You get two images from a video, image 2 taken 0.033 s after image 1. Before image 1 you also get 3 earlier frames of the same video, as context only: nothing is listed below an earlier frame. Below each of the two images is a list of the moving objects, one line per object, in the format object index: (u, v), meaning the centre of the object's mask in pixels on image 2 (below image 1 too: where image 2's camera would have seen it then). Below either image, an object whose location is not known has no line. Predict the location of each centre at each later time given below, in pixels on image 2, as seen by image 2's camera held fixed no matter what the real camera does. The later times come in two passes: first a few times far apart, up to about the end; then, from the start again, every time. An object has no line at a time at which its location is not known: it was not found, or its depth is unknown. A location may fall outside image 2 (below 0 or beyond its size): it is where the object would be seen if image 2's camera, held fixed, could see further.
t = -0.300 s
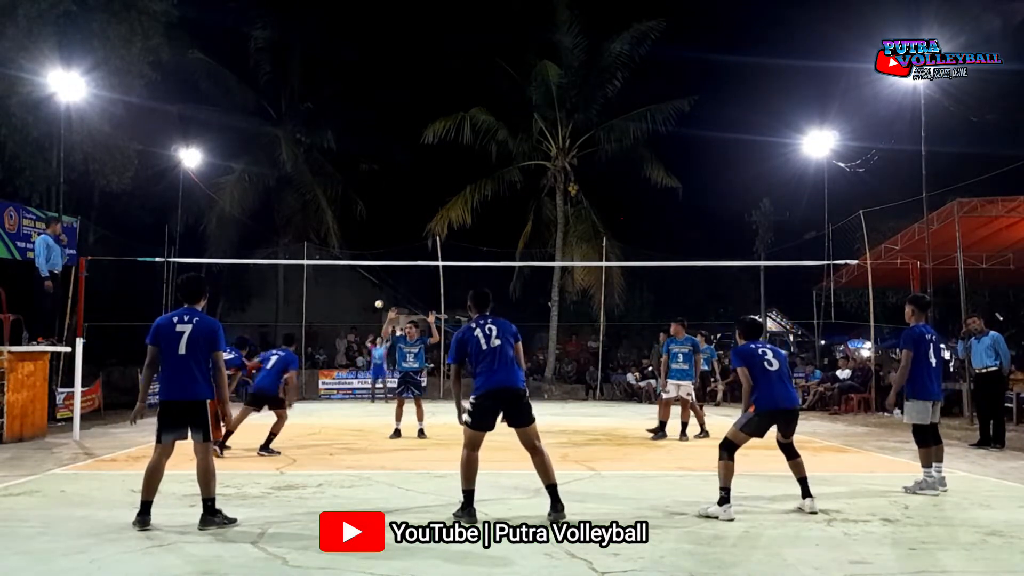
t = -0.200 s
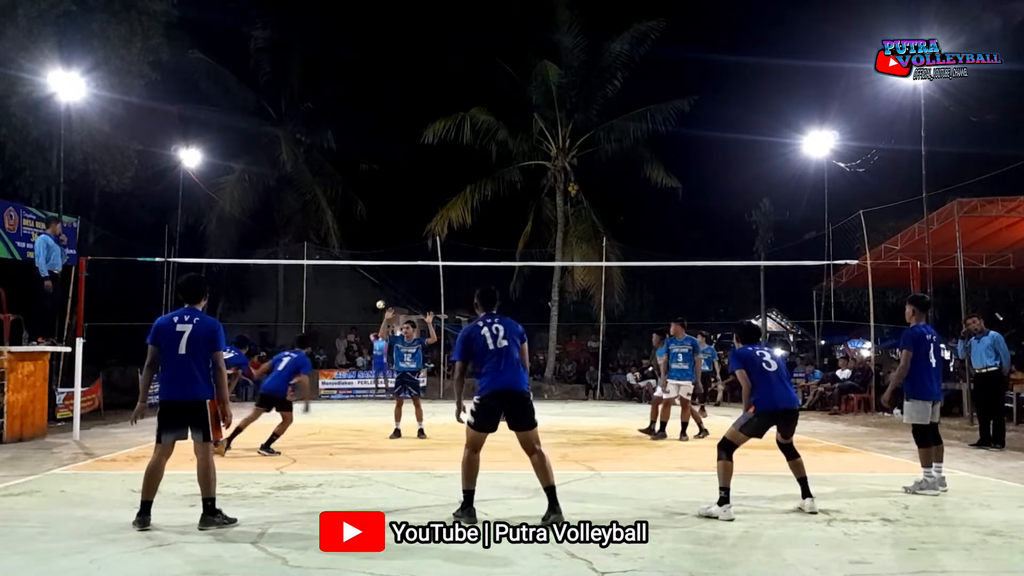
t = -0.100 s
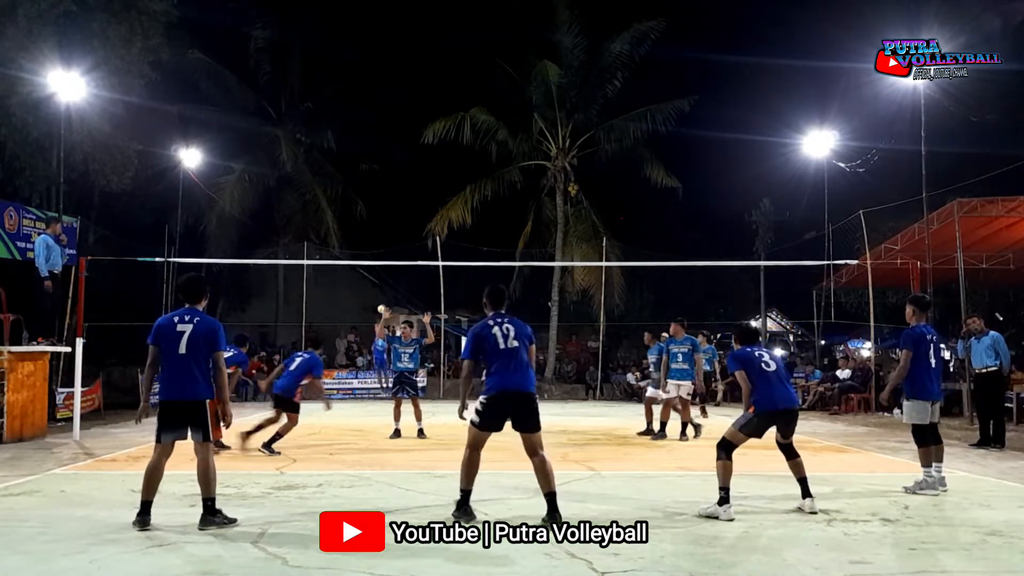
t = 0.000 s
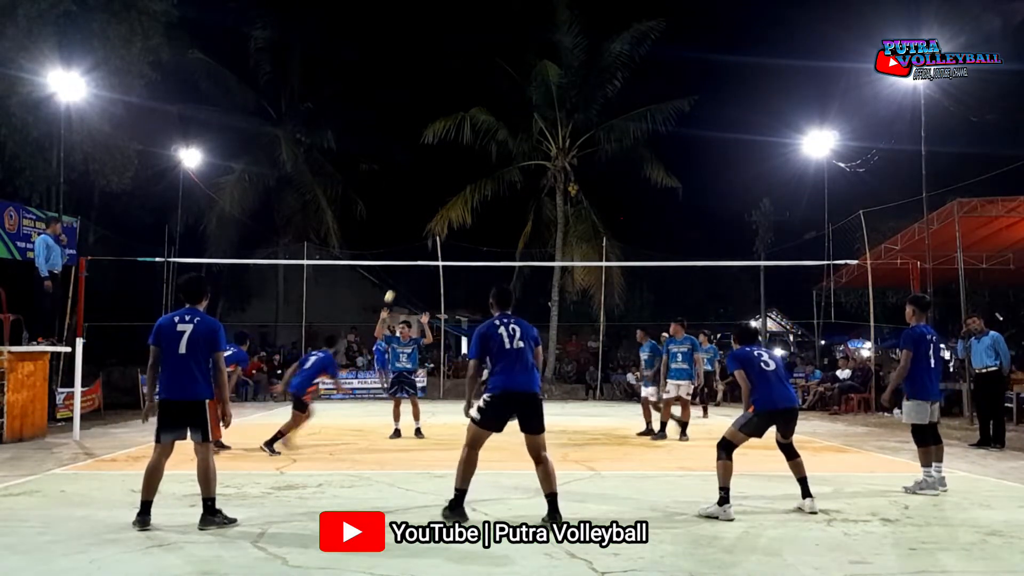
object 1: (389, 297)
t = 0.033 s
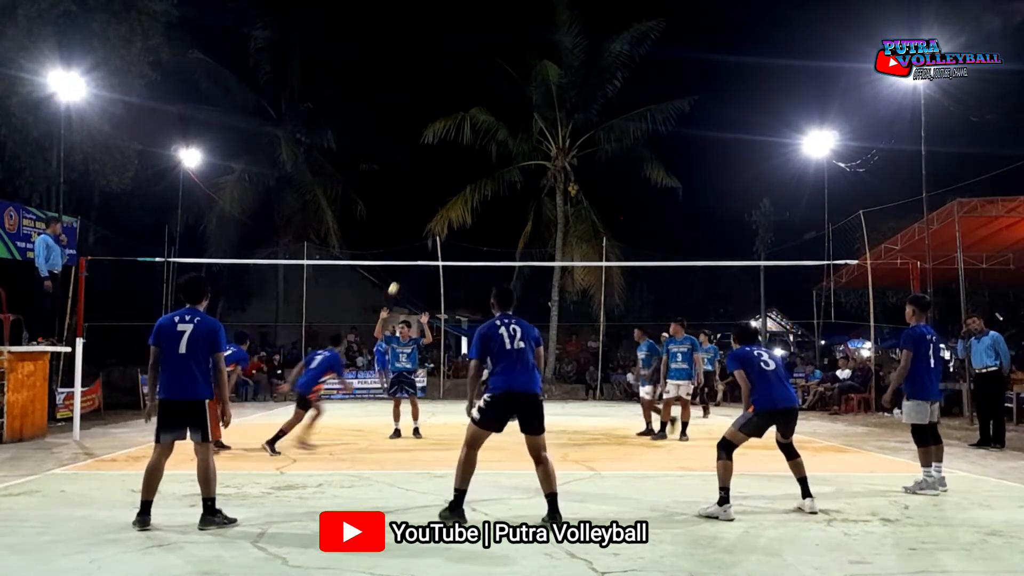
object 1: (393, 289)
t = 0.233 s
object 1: (417, 246)
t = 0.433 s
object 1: (443, 219)
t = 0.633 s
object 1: (475, 214)
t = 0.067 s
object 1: (397, 281)
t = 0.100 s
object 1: (402, 273)
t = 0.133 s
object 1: (405, 266)
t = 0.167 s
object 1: (410, 257)
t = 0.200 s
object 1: (414, 252)
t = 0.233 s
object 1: (417, 246)
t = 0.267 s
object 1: (422, 240)
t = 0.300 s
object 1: (426, 235)
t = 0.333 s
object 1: (430, 230)
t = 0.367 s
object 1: (434, 226)
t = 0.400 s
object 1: (438, 223)
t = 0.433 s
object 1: (443, 219)
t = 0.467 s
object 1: (448, 216)
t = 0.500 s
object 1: (453, 214)
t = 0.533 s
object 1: (458, 213)
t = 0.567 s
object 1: (463, 213)
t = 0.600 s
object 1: (469, 213)
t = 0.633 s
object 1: (475, 214)
